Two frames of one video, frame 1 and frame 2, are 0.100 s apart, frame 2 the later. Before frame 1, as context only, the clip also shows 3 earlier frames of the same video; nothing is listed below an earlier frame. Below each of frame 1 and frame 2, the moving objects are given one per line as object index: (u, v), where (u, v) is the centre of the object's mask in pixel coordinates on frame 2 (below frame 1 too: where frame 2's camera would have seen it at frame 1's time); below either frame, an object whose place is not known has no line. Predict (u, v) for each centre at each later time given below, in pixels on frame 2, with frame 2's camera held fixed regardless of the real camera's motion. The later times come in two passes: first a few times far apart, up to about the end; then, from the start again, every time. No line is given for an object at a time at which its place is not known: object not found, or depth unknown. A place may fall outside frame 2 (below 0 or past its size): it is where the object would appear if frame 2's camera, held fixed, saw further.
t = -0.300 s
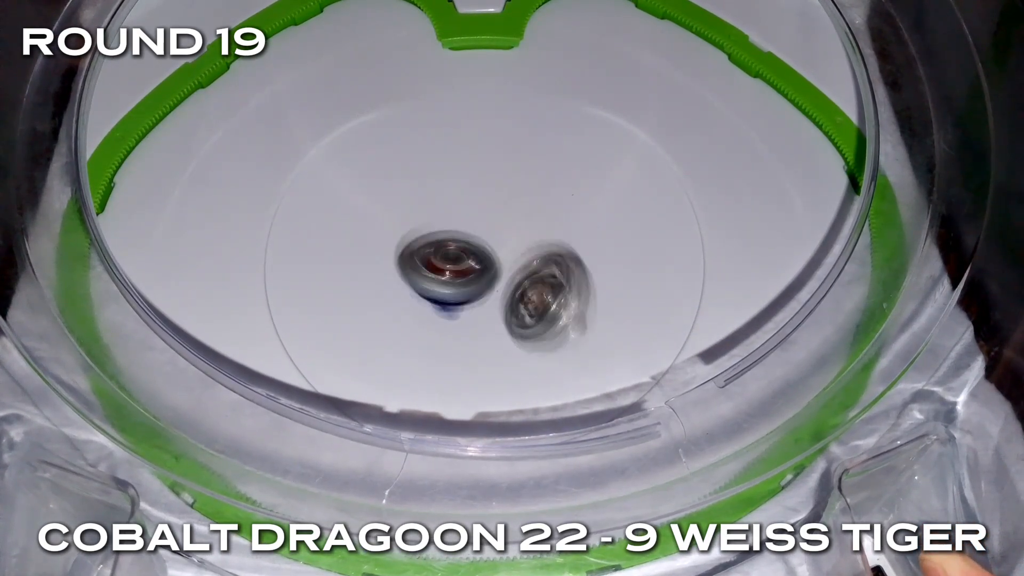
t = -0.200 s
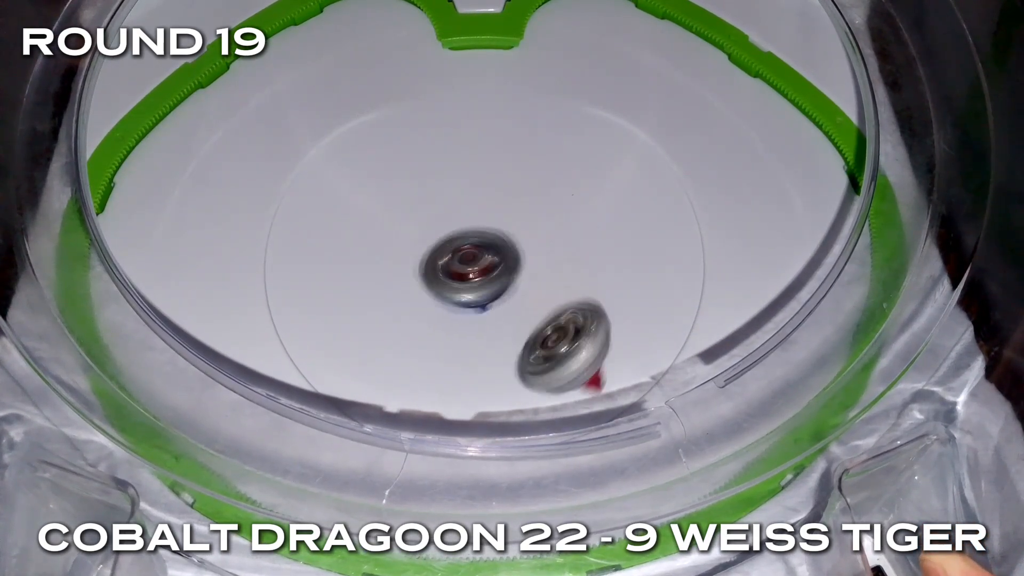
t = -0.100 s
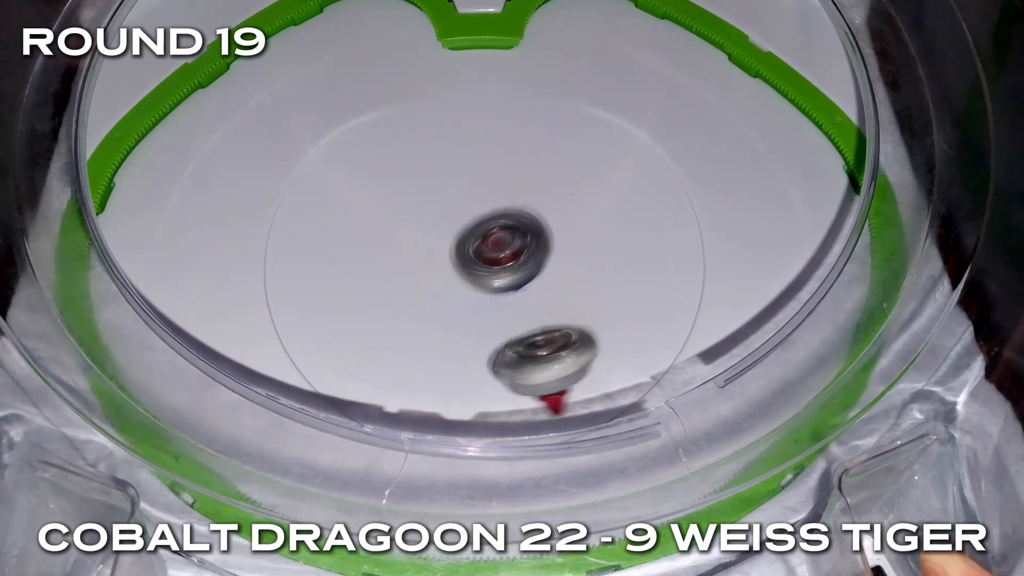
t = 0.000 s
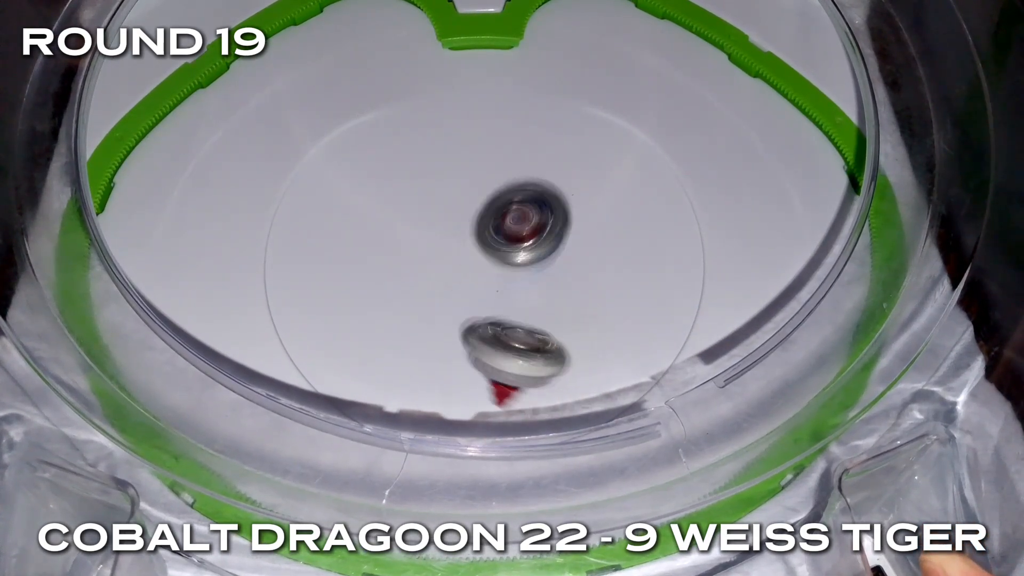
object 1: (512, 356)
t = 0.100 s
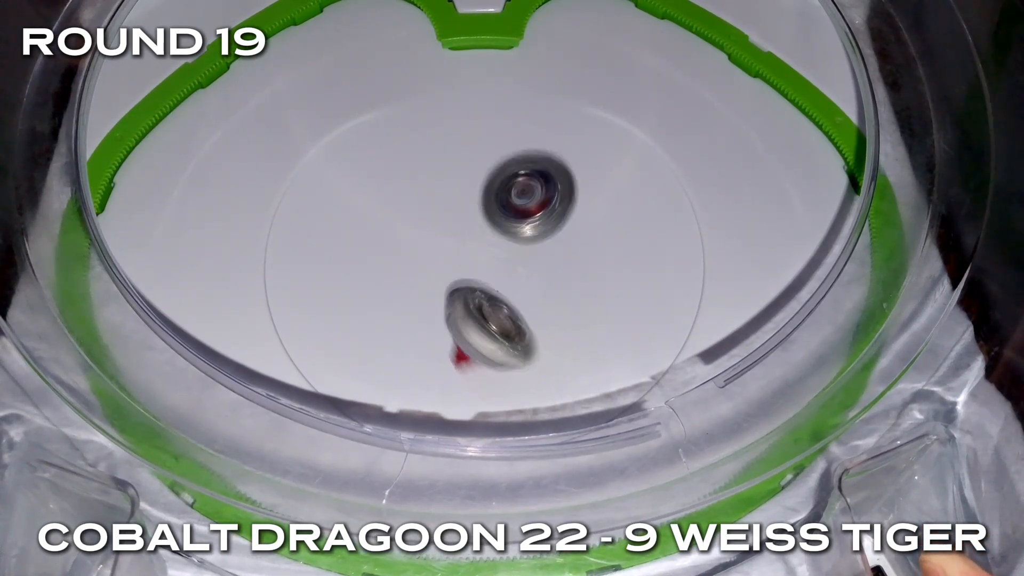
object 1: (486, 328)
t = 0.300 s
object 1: (474, 234)
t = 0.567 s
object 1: (421, 298)
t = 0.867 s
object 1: (447, 292)
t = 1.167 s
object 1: (392, 314)
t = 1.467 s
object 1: (443, 280)
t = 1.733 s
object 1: (499, 274)
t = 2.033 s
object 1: (493, 268)
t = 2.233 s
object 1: (466, 265)
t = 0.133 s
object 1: (481, 315)
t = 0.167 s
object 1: (479, 301)
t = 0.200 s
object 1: (477, 286)
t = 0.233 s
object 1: (477, 268)
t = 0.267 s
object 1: (476, 246)
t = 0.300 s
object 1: (474, 234)
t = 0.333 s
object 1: (459, 246)
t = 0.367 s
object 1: (446, 260)
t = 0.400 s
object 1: (436, 261)
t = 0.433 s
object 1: (428, 273)
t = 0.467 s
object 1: (422, 286)
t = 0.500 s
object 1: (419, 286)
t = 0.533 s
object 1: (419, 293)
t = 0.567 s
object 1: (421, 298)
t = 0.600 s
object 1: (424, 298)
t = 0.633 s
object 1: (428, 298)
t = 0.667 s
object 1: (432, 299)
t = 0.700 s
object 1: (435, 300)
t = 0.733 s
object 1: (437, 301)
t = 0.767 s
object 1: (439, 300)
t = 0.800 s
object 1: (441, 298)
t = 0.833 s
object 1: (443, 296)
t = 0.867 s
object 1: (447, 292)
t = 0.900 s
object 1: (452, 288)
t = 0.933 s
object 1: (456, 286)
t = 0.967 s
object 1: (441, 288)
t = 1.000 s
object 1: (426, 297)
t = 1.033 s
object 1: (411, 306)
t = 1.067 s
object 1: (401, 312)
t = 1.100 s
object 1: (397, 316)
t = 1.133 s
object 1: (393, 315)
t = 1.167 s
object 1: (392, 314)
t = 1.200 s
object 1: (392, 312)
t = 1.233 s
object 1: (394, 308)
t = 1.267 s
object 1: (397, 304)
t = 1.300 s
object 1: (402, 302)
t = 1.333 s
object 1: (408, 298)
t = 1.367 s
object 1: (415, 293)
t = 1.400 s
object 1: (423, 288)
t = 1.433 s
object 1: (432, 283)
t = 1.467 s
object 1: (443, 280)
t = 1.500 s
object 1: (453, 278)
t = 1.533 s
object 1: (462, 279)
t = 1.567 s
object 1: (469, 281)
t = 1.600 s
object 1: (474, 281)
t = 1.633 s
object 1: (480, 282)
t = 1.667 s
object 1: (485, 278)
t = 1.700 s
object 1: (491, 279)
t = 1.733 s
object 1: (499, 274)
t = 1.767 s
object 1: (505, 273)
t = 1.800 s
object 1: (511, 273)
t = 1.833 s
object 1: (513, 271)
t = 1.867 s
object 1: (514, 275)
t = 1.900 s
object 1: (511, 277)
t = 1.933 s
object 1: (509, 277)
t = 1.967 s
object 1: (503, 272)
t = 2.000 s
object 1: (498, 270)
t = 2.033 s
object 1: (493, 268)
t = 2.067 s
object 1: (488, 268)
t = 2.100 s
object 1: (482, 272)
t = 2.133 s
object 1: (477, 266)
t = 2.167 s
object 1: (473, 264)
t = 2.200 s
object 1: (468, 267)
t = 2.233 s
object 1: (466, 265)
